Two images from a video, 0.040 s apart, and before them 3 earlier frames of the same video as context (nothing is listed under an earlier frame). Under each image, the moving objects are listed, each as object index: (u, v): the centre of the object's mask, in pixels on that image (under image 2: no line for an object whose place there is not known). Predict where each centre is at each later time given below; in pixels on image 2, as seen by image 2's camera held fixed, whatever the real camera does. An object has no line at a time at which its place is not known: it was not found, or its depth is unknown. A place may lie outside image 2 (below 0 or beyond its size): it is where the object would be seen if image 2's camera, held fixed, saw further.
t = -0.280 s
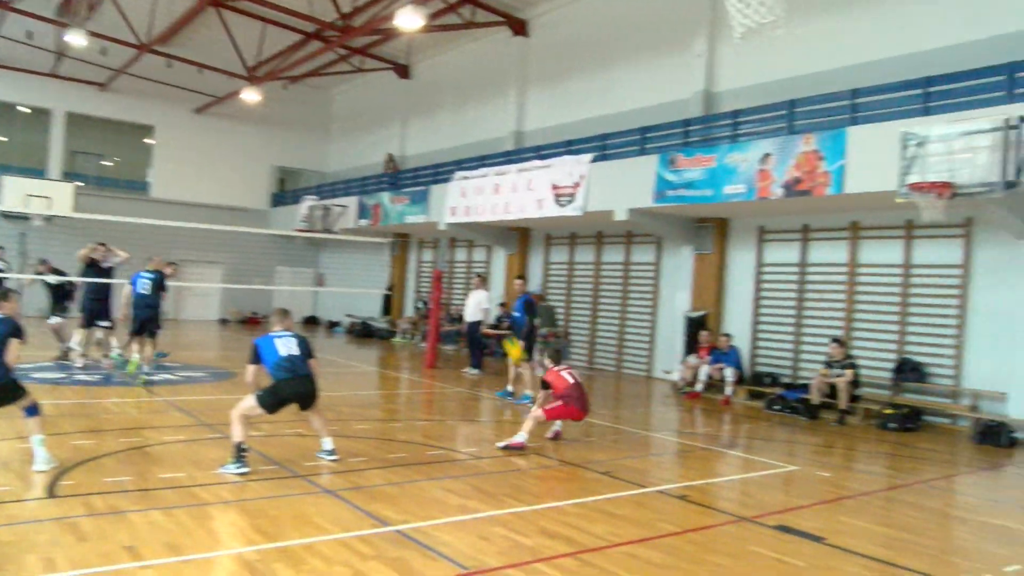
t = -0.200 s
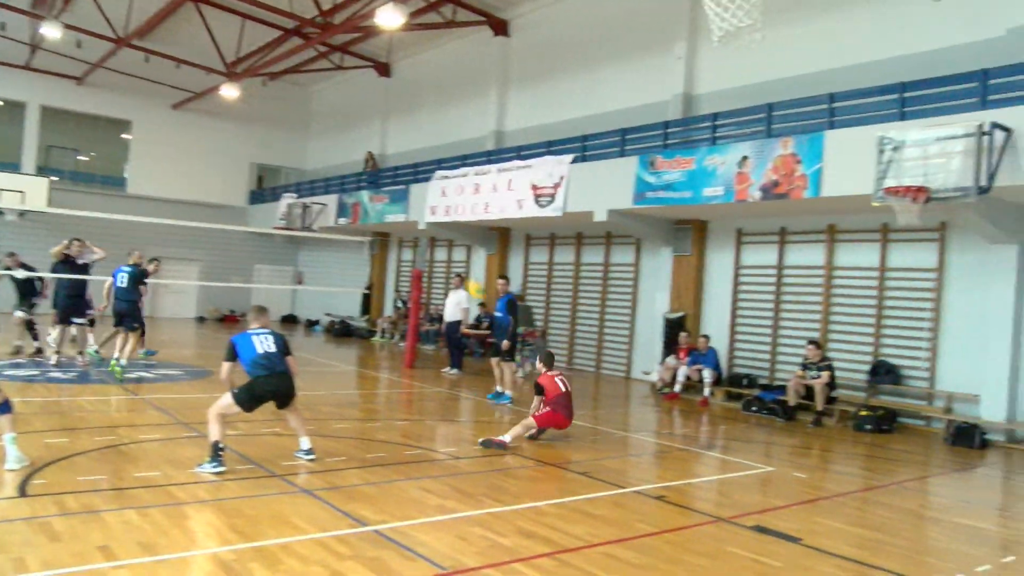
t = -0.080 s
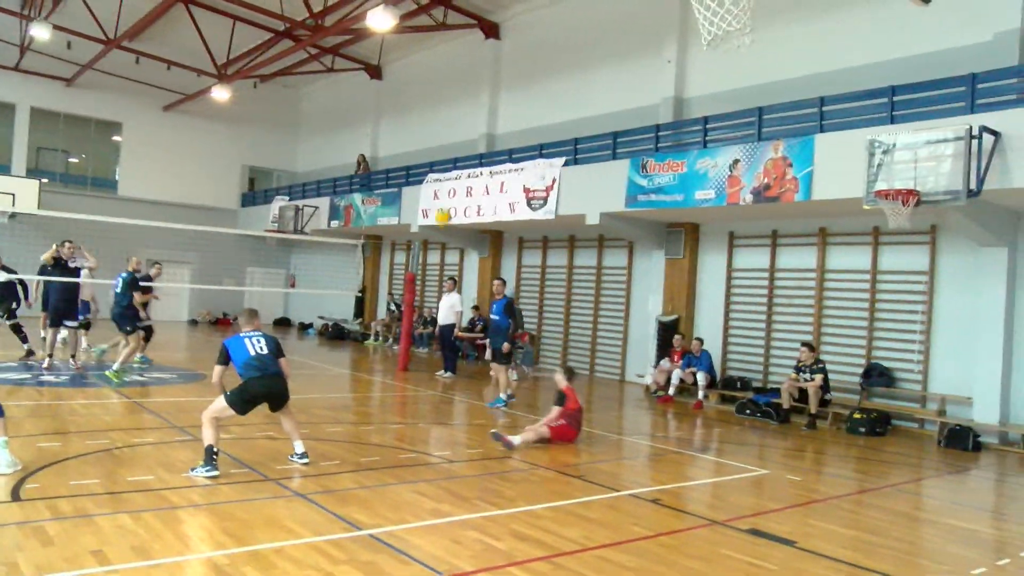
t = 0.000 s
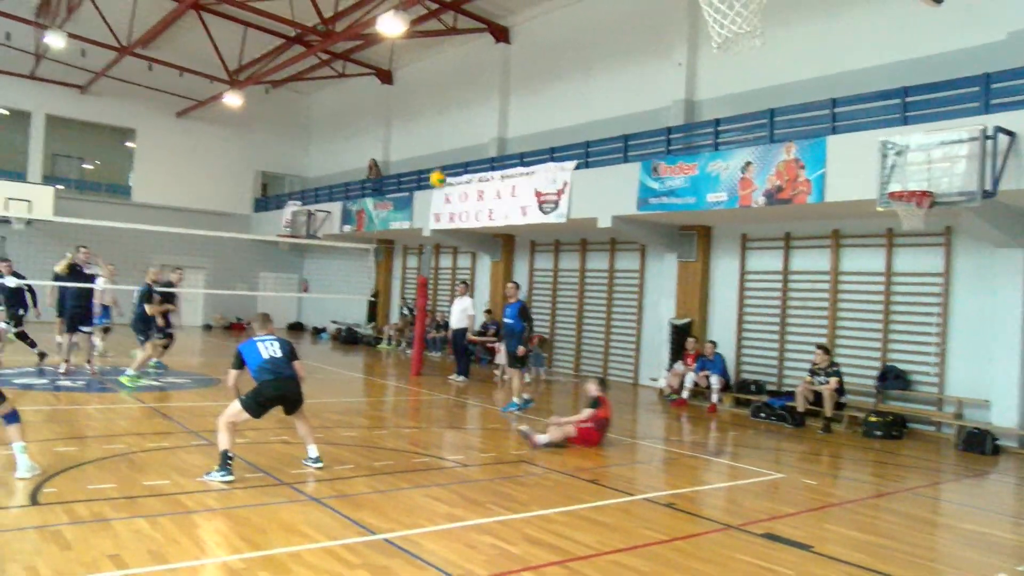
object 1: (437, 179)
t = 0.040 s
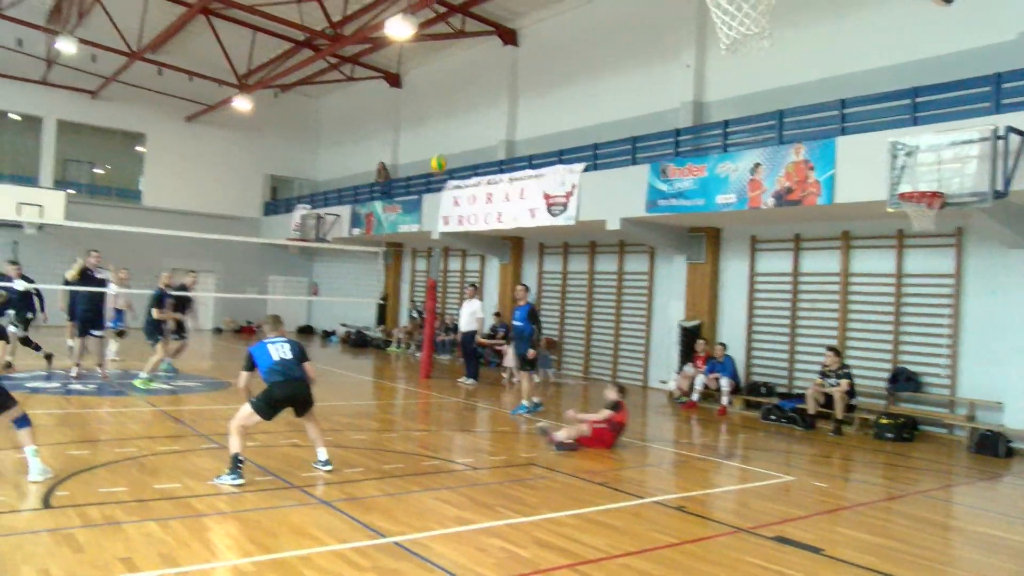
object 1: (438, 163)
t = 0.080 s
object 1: (431, 147)
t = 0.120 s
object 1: (424, 131)
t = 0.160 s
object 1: (417, 117)
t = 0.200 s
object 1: (410, 104)
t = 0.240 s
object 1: (404, 93)
